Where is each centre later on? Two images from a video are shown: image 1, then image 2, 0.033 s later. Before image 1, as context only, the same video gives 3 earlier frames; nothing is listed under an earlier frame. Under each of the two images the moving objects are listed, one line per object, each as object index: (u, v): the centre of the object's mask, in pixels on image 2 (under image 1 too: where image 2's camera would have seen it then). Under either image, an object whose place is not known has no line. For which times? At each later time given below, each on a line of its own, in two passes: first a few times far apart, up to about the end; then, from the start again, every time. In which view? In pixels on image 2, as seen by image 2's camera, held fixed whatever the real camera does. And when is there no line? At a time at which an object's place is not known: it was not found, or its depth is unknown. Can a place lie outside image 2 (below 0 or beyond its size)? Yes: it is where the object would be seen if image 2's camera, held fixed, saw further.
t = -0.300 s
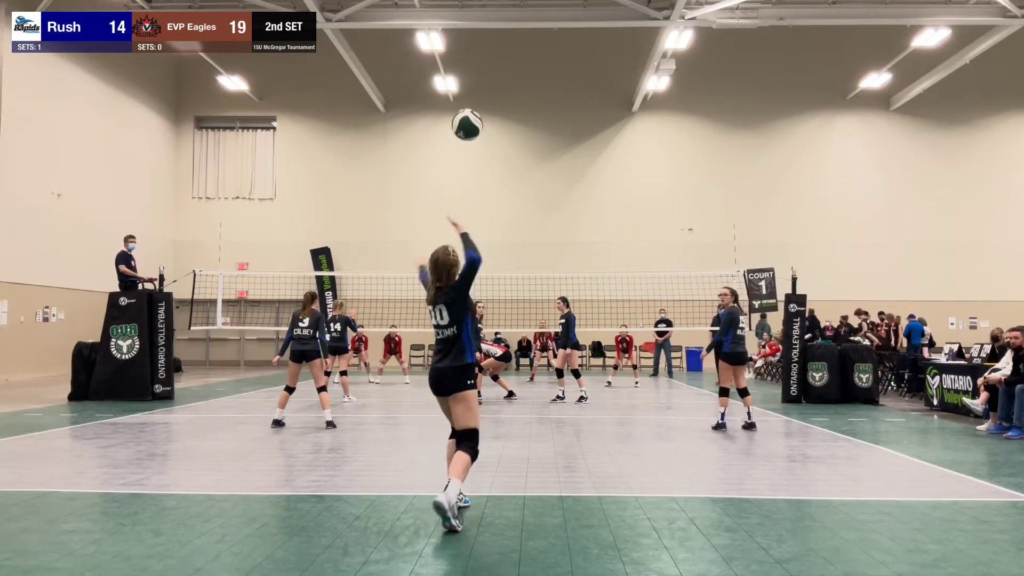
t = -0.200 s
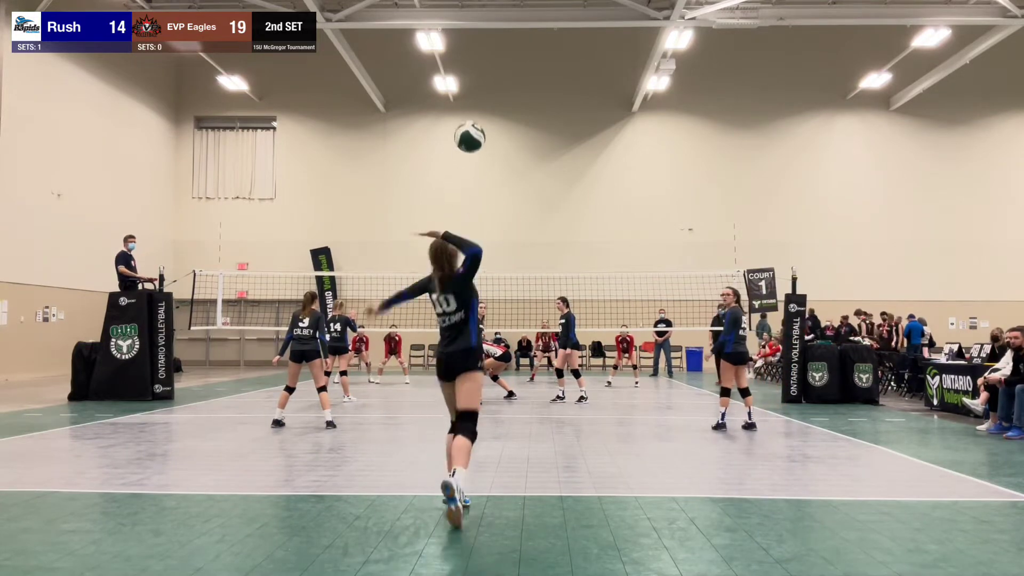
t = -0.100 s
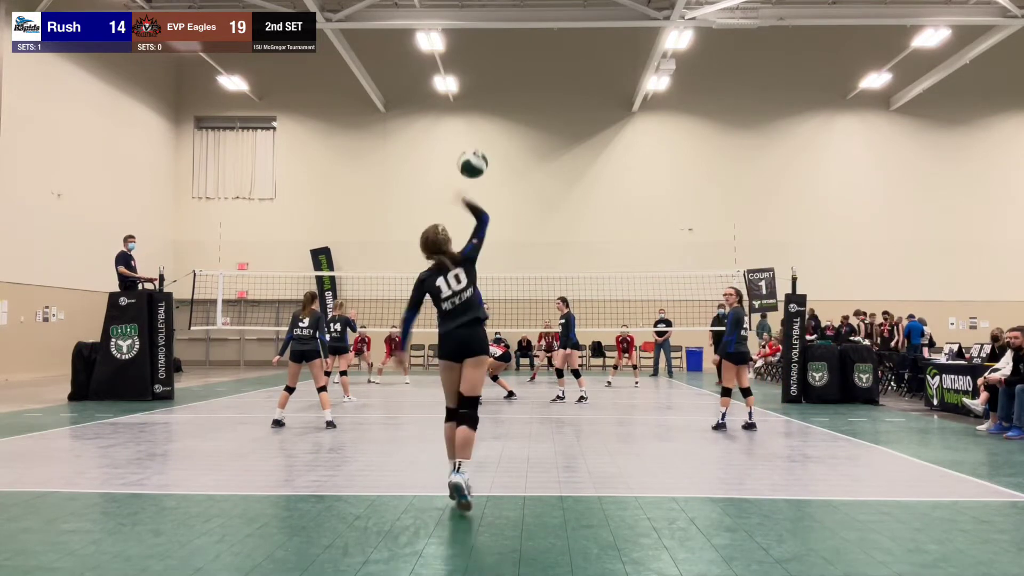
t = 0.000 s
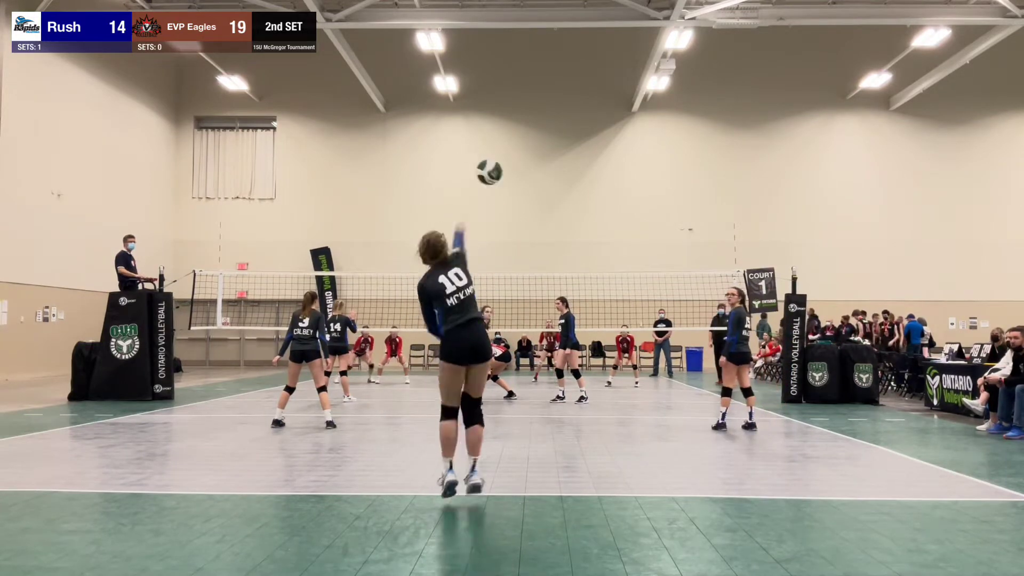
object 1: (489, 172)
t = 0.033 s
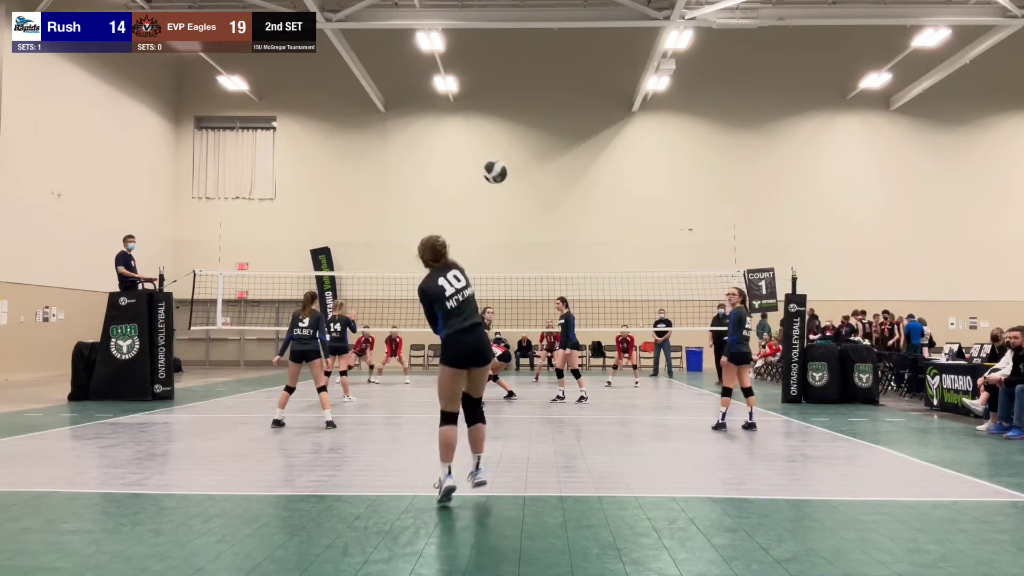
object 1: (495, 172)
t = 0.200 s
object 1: (517, 186)
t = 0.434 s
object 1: (537, 224)
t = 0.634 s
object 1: (545, 268)
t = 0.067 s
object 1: (500, 173)
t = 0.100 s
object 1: (505, 175)
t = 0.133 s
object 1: (510, 177)
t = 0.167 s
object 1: (513, 181)
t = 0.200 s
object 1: (517, 186)
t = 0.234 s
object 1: (520, 188)
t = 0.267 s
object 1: (524, 193)
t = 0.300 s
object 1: (527, 200)
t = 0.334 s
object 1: (529, 205)
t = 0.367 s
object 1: (532, 212)
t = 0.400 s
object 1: (535, 218)
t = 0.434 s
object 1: (537, 224)
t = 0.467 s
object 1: (538, 231)
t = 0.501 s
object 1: (539, 238)
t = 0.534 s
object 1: (540, 246)
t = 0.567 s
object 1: (542, 252)
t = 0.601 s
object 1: (544, 260)
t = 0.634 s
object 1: (545, 268)
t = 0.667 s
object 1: (546, 277)
